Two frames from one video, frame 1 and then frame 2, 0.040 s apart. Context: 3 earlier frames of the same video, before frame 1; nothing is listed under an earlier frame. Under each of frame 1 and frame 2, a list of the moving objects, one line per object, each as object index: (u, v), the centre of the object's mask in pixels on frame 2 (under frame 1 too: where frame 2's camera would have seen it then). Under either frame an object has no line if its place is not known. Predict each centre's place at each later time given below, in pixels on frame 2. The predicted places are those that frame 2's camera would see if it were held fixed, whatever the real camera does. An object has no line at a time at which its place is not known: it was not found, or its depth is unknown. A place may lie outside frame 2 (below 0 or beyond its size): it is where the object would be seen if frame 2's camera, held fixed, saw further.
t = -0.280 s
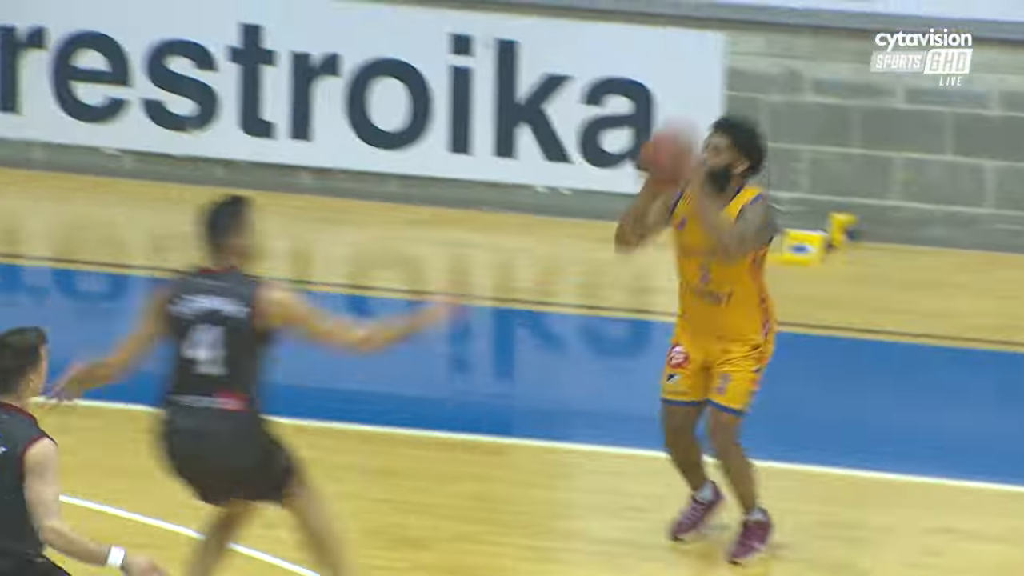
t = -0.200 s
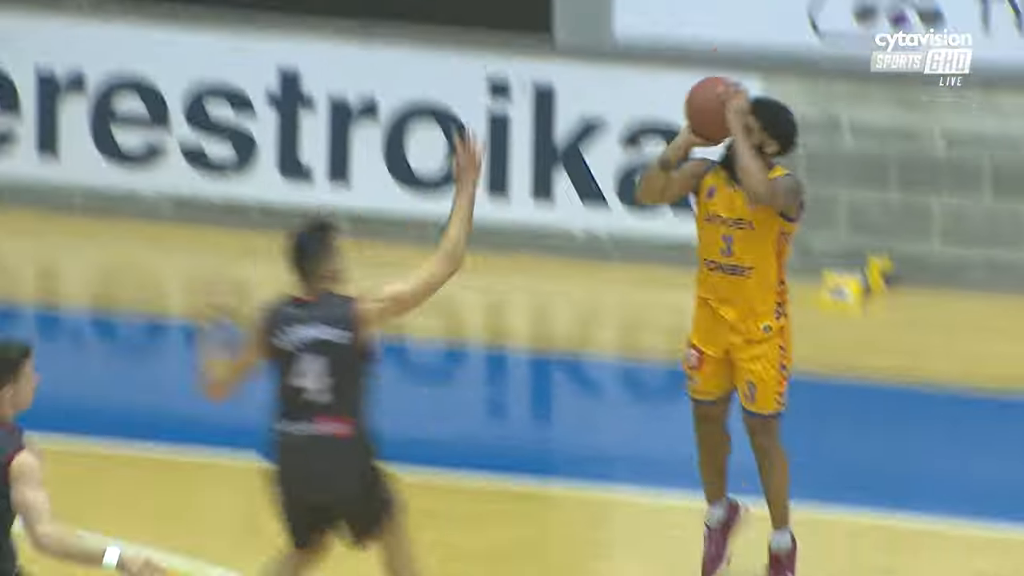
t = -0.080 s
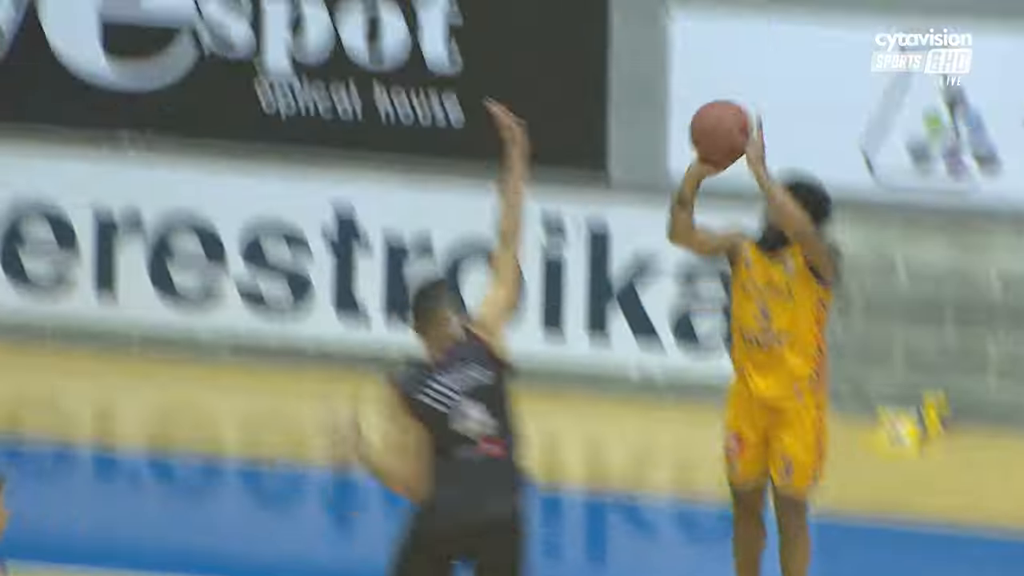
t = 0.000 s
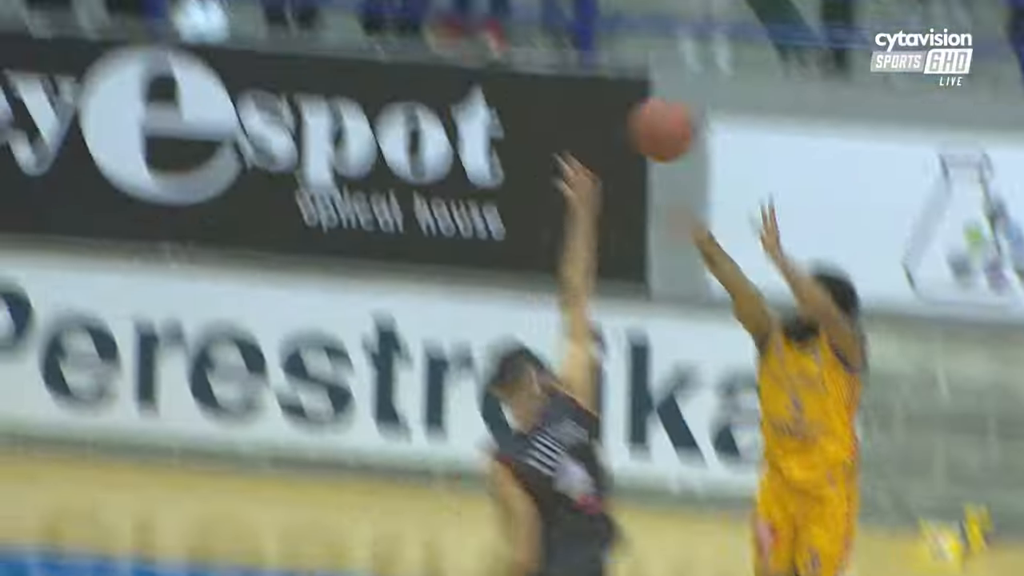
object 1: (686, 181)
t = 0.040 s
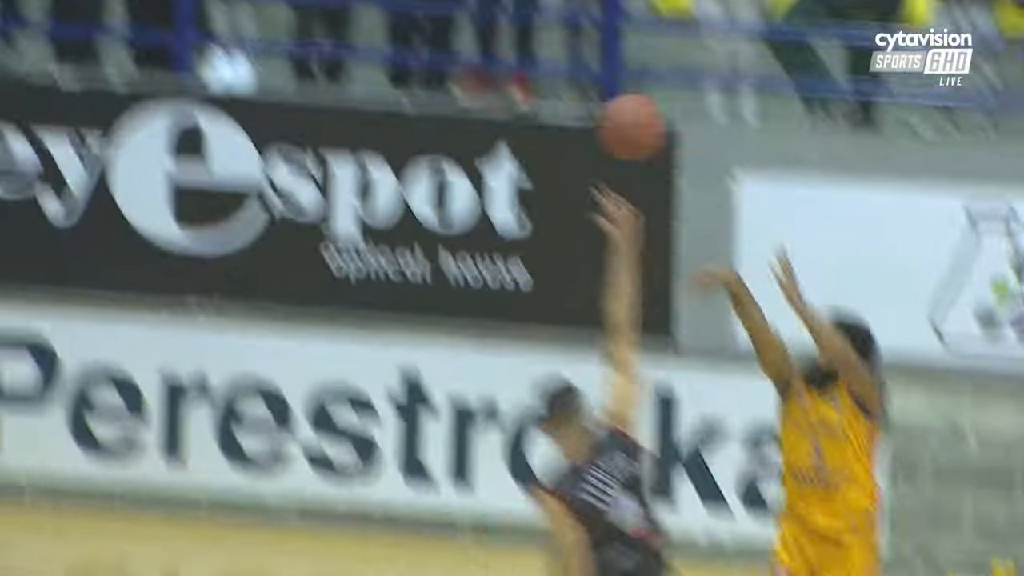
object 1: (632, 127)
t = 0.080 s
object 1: (576, 75)
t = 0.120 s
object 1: (514, 29)
